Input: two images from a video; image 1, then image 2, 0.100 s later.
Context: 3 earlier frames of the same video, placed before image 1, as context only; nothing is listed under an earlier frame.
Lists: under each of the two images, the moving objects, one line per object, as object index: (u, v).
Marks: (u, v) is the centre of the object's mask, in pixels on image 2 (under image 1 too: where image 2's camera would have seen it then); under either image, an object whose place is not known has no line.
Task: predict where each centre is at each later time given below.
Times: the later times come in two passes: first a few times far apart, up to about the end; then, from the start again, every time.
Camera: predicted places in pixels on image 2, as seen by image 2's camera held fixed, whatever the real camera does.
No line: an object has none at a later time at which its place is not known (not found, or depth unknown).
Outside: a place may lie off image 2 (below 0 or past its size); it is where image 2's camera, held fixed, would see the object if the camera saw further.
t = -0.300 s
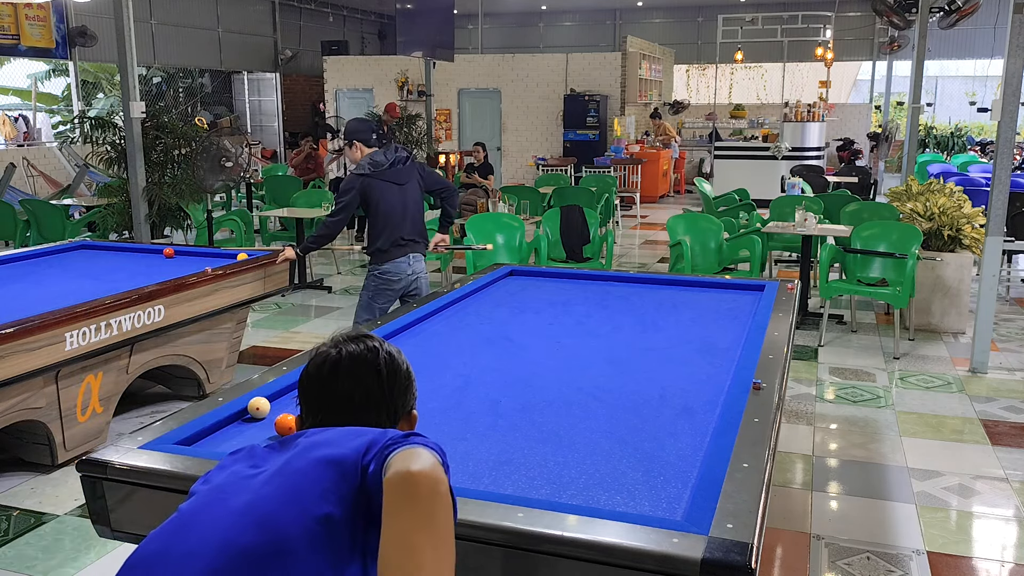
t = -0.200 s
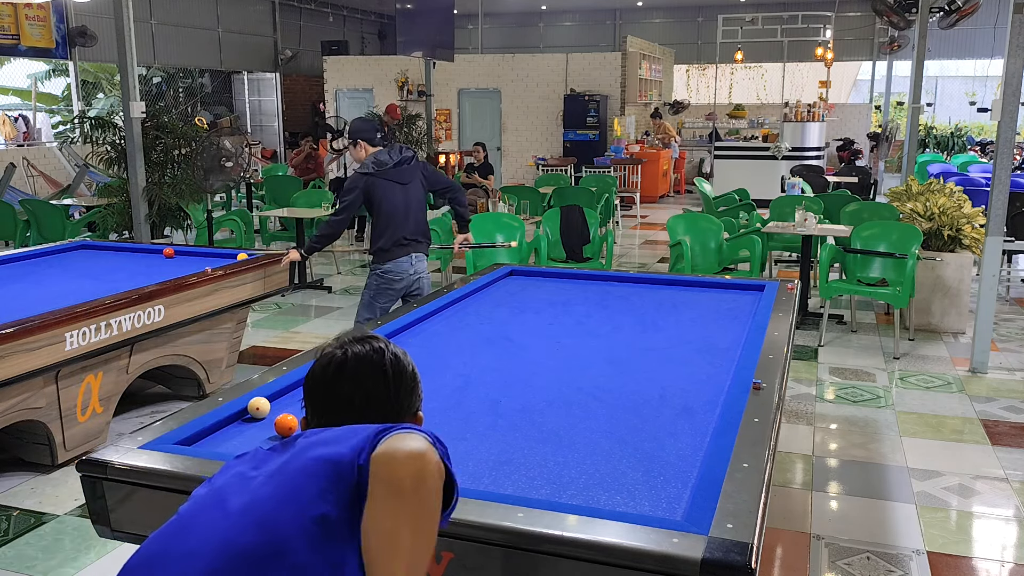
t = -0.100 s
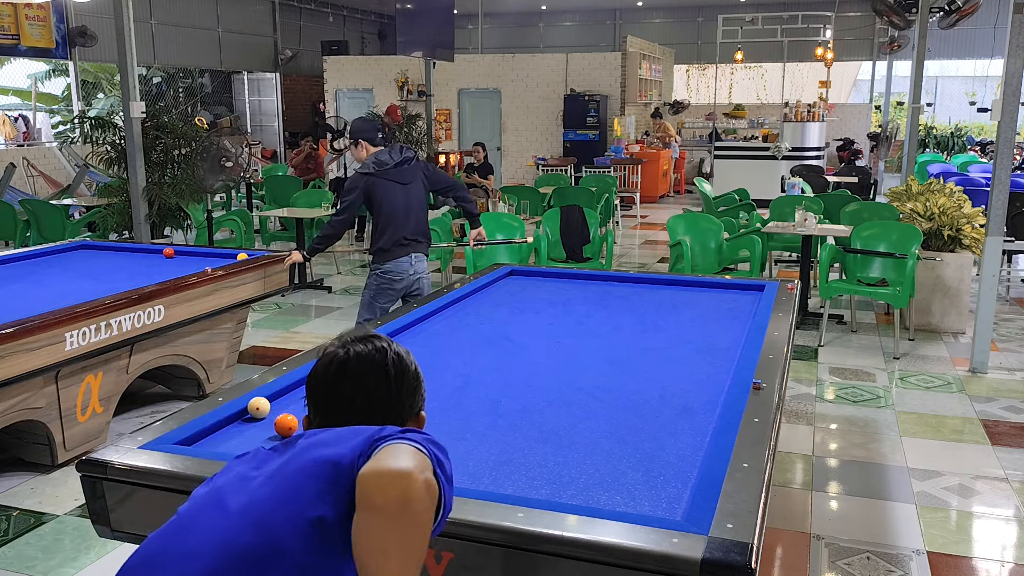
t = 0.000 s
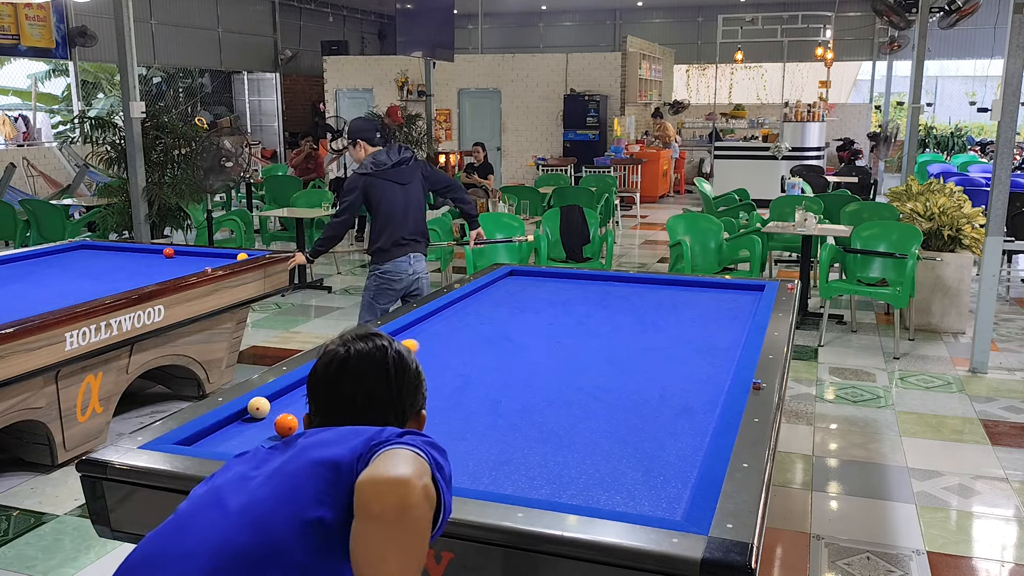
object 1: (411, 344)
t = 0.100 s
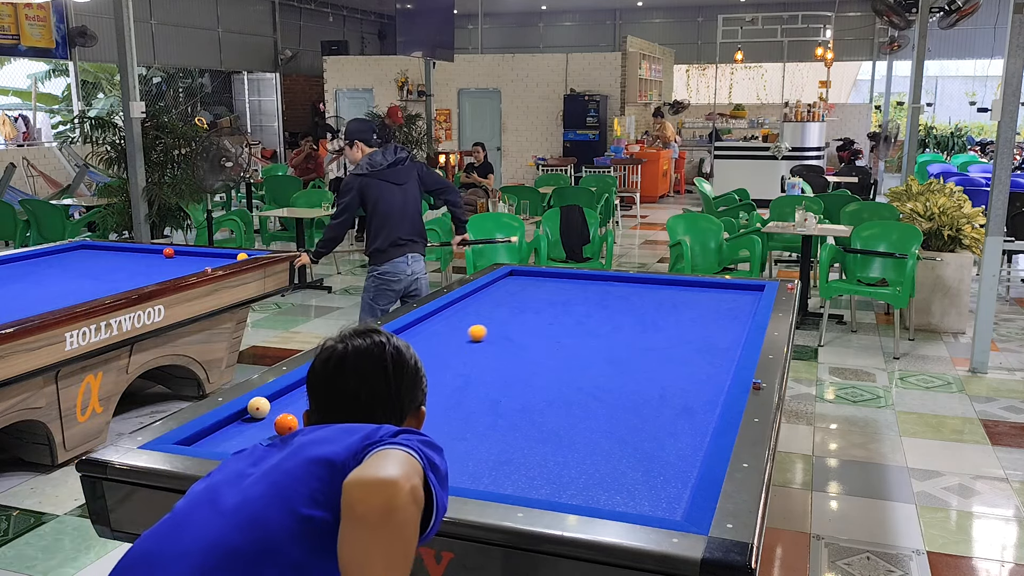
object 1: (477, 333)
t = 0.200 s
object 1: (533, 320)
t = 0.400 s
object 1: (620, 300)
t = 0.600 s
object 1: (691, 283)
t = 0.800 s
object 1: (754, 301)
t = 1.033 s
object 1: (682, 315)
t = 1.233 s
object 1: (626, 325)
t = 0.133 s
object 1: (497, 328)
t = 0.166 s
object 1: (516, 324)
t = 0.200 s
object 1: (533, 320)
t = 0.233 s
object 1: (550, 316)
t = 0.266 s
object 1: (565, 313)
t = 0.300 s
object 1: (580, 310)
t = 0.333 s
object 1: (594, 306)
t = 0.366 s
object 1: (607, 303)
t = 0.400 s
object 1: (620, 300)
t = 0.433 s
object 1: (633, 297)
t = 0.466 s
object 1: (646, 294)
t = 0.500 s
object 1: (657, 291)
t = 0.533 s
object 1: (669, 288)
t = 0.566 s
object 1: (681, 285)
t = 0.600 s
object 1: (691, 283)
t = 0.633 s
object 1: (701, 284)
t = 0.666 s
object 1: (711, 288)
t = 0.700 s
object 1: (722, 291)
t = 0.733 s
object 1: (732, 294)
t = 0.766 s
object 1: (743, 298)
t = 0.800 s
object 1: (754, 301)
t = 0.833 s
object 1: (745, 303)
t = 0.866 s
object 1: (734, 305)
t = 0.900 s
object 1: (723, 307)
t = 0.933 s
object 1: (713, 309)
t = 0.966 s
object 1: (702, 311)
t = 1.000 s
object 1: (692, 313)
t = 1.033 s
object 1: (682, 315)
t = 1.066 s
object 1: (672, 316)
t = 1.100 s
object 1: (663, 318)
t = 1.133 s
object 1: (654, 320)
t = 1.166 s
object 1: (645, 322)
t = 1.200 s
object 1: (635, 324)
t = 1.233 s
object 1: (626, 325)
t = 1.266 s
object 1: (616, 327)
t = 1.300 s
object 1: (607, 329)
